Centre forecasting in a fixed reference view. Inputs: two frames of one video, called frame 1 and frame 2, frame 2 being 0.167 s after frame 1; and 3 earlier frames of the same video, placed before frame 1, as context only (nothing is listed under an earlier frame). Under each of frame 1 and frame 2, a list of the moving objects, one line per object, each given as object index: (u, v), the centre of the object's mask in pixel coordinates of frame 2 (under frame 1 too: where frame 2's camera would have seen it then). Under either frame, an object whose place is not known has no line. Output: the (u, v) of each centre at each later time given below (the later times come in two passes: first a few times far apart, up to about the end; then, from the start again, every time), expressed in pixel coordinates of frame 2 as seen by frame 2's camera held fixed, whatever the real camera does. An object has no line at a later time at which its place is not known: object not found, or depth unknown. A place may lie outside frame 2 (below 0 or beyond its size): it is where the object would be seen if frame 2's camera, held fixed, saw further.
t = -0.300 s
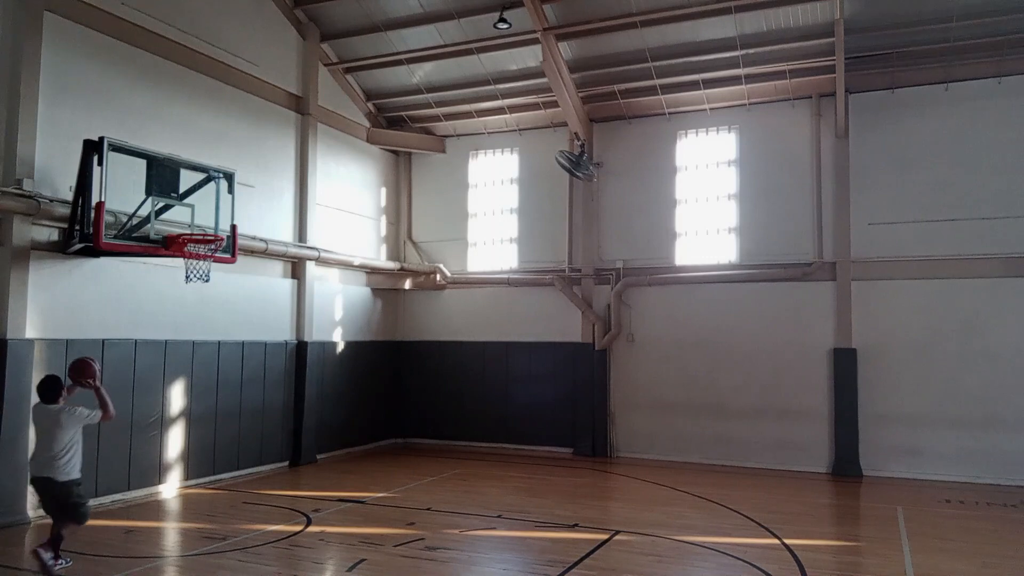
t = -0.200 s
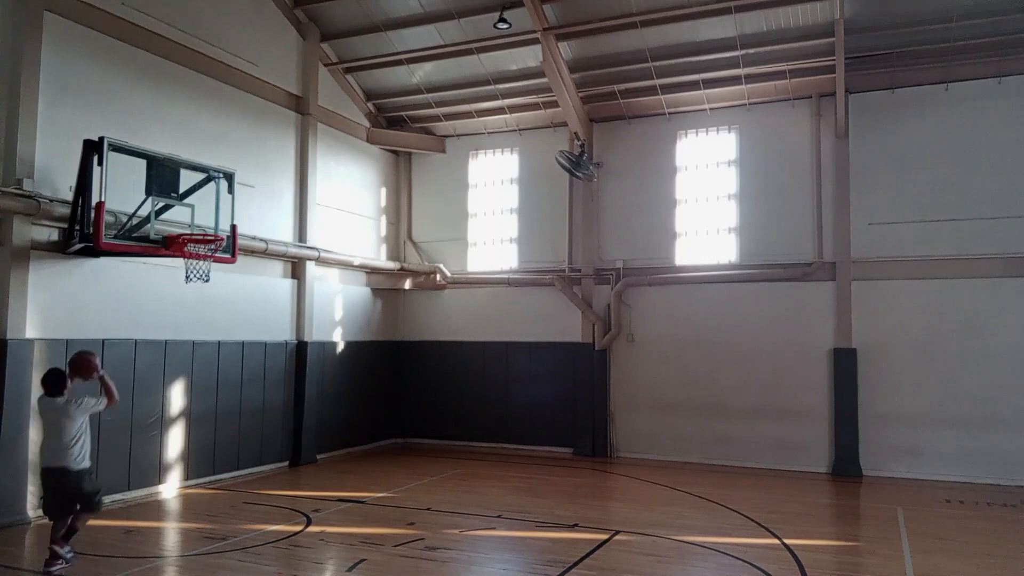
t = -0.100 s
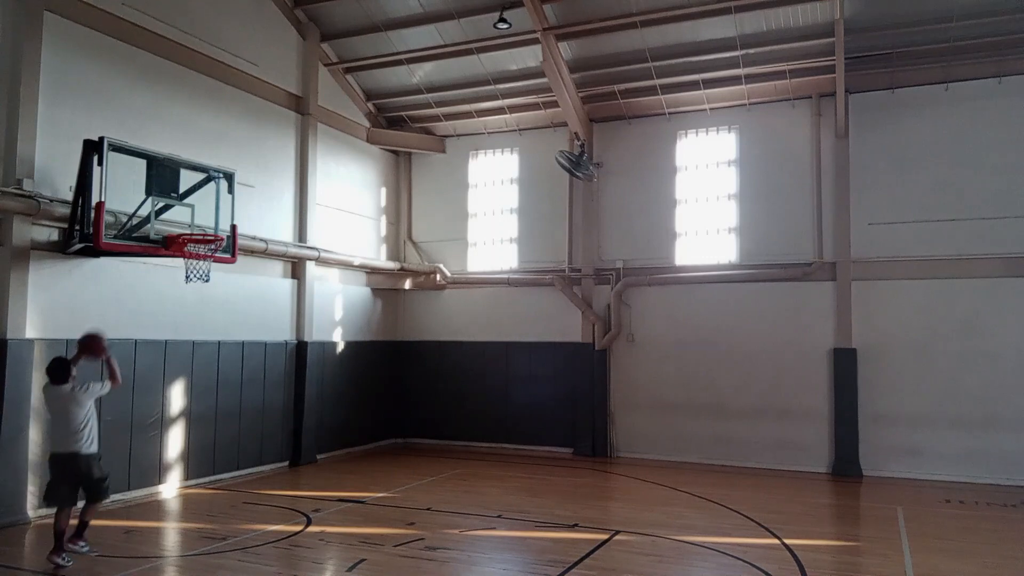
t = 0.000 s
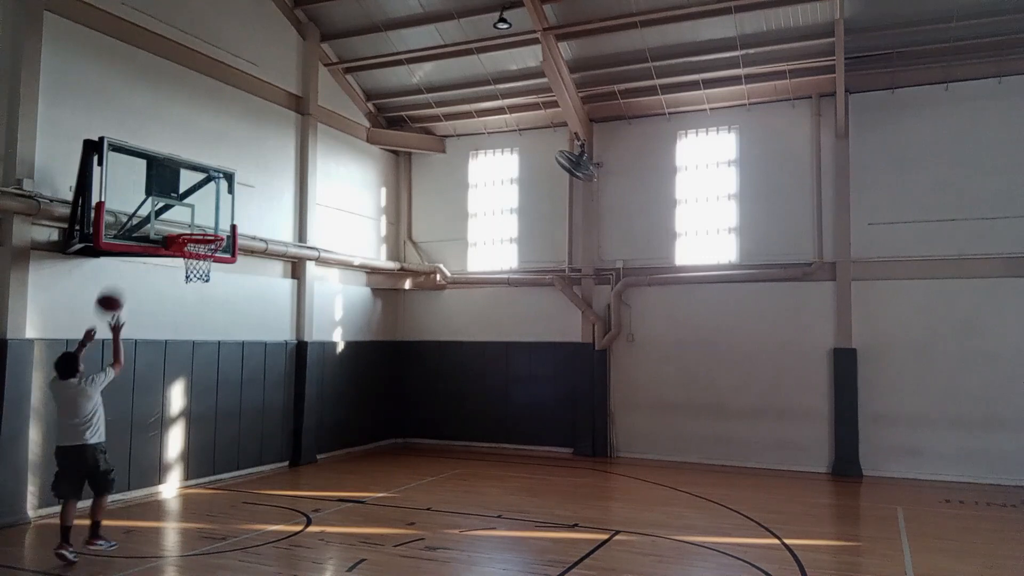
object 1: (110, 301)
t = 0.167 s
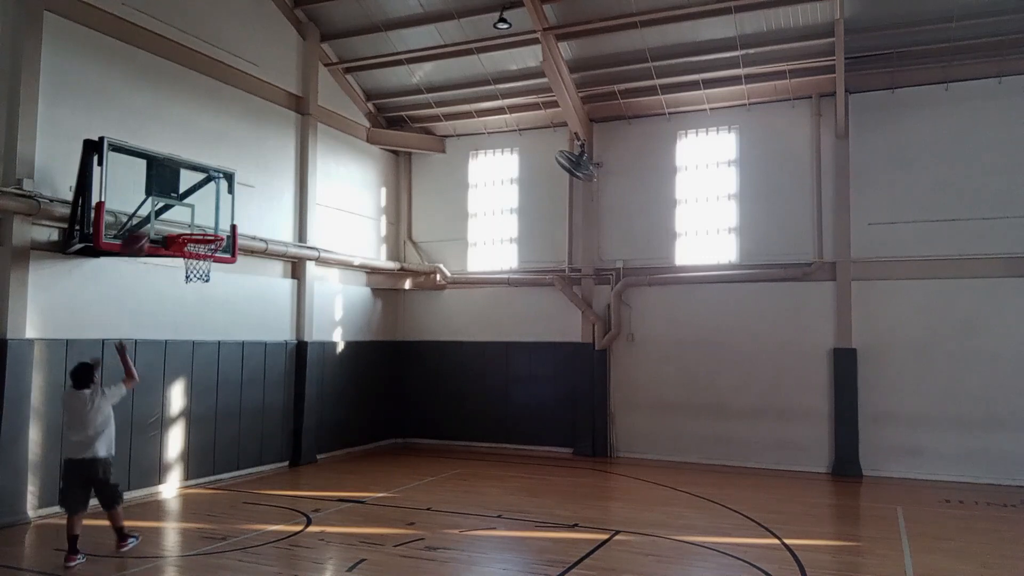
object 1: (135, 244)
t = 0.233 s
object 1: (141, 232)
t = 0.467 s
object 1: (176, 220)
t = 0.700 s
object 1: (210, 241)
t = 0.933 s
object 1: (182, 255)
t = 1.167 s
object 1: (188, 277)
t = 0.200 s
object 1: (139, 237)
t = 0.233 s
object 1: (141, 232)
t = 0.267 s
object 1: (147, 226)
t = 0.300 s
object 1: (150, 222)
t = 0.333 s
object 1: (155, 220)
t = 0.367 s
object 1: (159, 218)
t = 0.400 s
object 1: (162, 218)
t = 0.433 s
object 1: (167, 217)
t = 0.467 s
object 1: (176, 220)
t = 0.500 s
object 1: (183, 222)
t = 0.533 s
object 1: (190, 225)
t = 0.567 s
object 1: (197, 228)
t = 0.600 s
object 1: (203, 229)
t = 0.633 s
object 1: (207, 230)
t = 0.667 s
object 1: (213, 238)
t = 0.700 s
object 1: (210, 241)
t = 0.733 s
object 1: (204, 244)
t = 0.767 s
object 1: (198, 247)
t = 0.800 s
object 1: (193, 250)
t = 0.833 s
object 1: (190, 252)
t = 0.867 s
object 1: (186, 253)
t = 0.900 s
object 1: (183, 254)
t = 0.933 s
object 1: (182, 255)
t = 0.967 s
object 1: (181, 257)
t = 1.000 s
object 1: (180, 260)
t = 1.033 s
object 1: (181, 262)
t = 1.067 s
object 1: (182, 265)
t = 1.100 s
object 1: (183, 268)
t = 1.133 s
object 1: (185, 273)
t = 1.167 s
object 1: (188, 277)
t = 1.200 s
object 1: (191, 282)
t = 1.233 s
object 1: (193, 289)
